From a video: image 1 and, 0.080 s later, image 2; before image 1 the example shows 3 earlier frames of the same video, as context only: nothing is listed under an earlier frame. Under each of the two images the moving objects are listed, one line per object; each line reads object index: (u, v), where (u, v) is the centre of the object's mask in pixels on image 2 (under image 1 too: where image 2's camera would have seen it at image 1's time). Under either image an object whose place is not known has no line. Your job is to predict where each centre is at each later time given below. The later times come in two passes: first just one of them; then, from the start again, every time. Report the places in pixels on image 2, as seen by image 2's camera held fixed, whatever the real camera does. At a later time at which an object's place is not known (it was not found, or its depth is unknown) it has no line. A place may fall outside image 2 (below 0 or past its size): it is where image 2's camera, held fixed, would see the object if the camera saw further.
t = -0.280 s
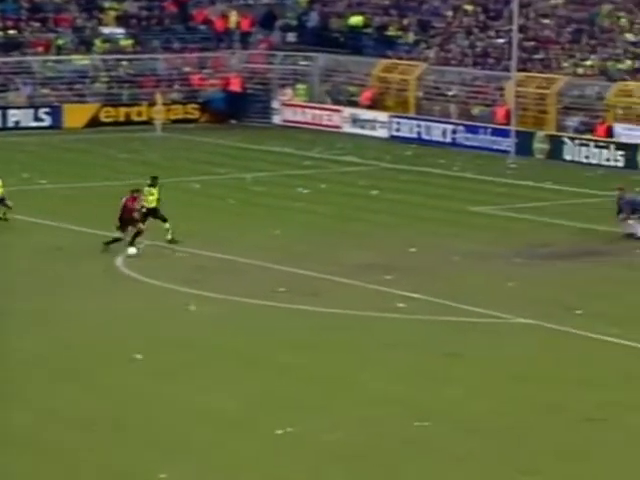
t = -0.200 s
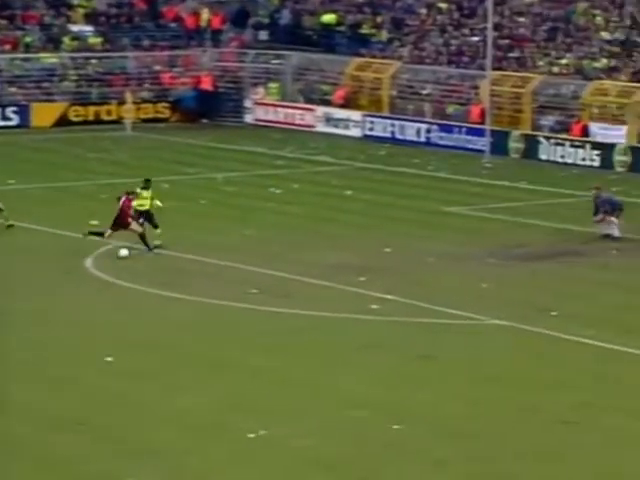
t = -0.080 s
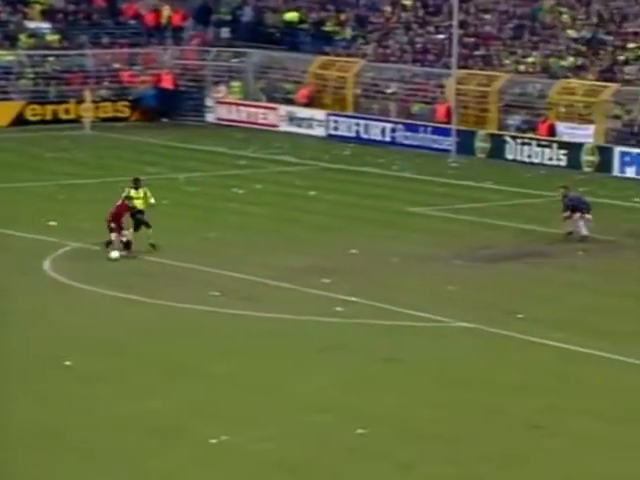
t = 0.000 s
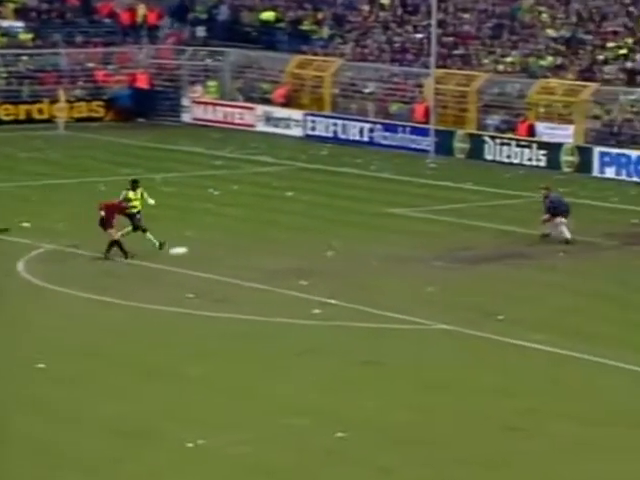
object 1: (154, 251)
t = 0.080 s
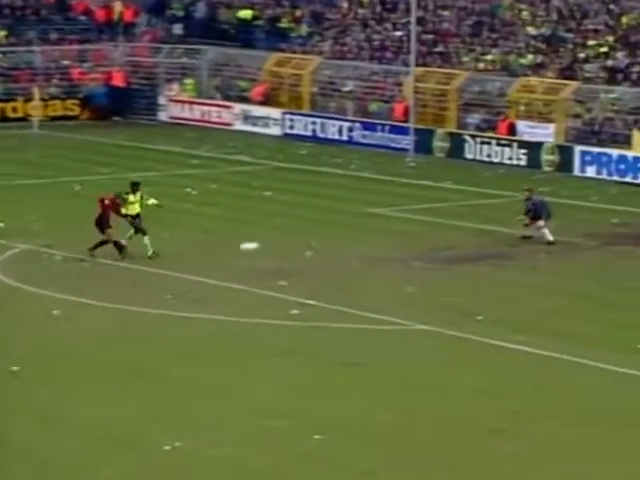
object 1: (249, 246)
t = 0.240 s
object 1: (423, 243)
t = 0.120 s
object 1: (294, 244)
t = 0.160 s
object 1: (338, 243)
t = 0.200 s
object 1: (381, 242)
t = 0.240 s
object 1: (423, 243)
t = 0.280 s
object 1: (464, 243)
